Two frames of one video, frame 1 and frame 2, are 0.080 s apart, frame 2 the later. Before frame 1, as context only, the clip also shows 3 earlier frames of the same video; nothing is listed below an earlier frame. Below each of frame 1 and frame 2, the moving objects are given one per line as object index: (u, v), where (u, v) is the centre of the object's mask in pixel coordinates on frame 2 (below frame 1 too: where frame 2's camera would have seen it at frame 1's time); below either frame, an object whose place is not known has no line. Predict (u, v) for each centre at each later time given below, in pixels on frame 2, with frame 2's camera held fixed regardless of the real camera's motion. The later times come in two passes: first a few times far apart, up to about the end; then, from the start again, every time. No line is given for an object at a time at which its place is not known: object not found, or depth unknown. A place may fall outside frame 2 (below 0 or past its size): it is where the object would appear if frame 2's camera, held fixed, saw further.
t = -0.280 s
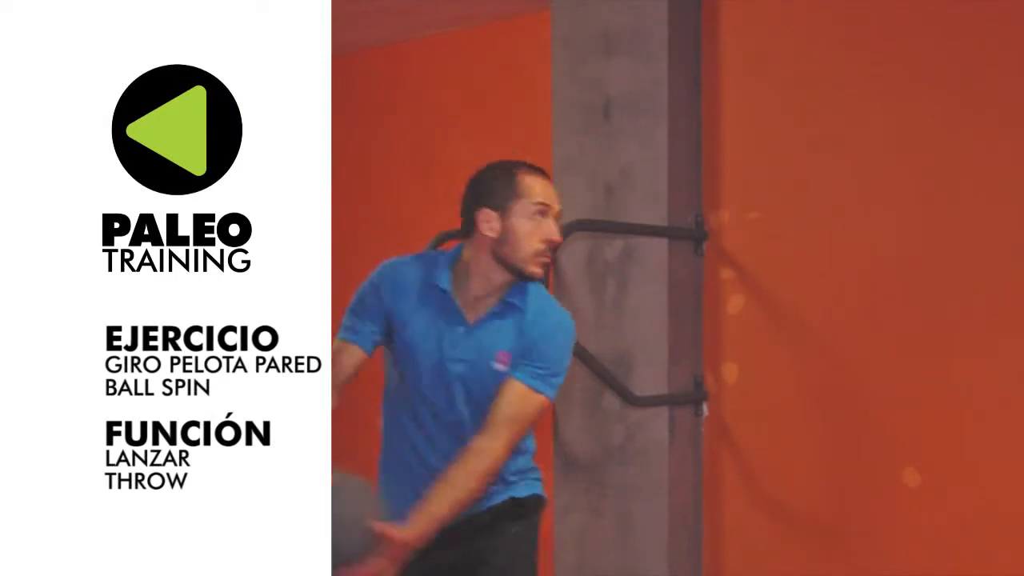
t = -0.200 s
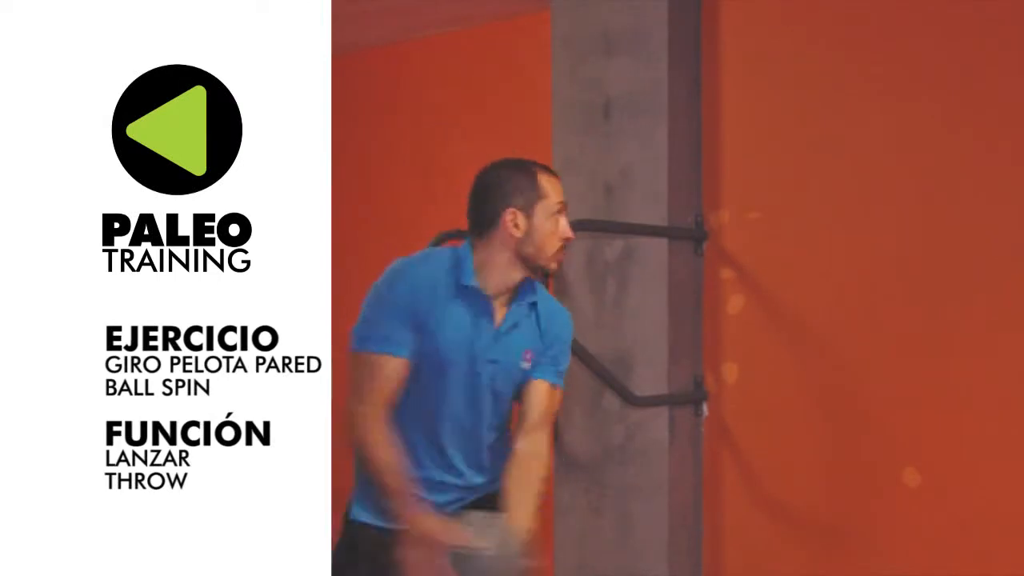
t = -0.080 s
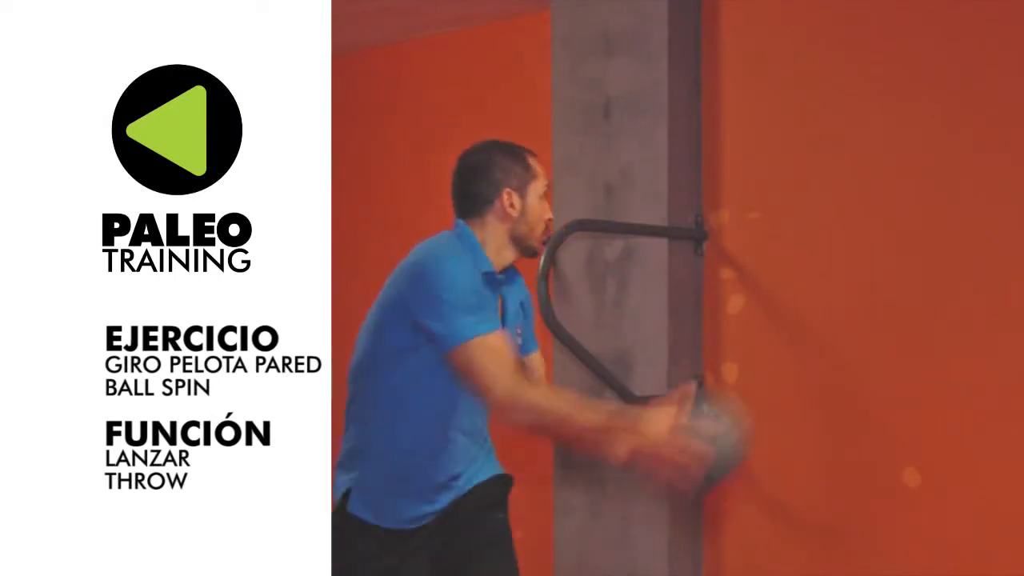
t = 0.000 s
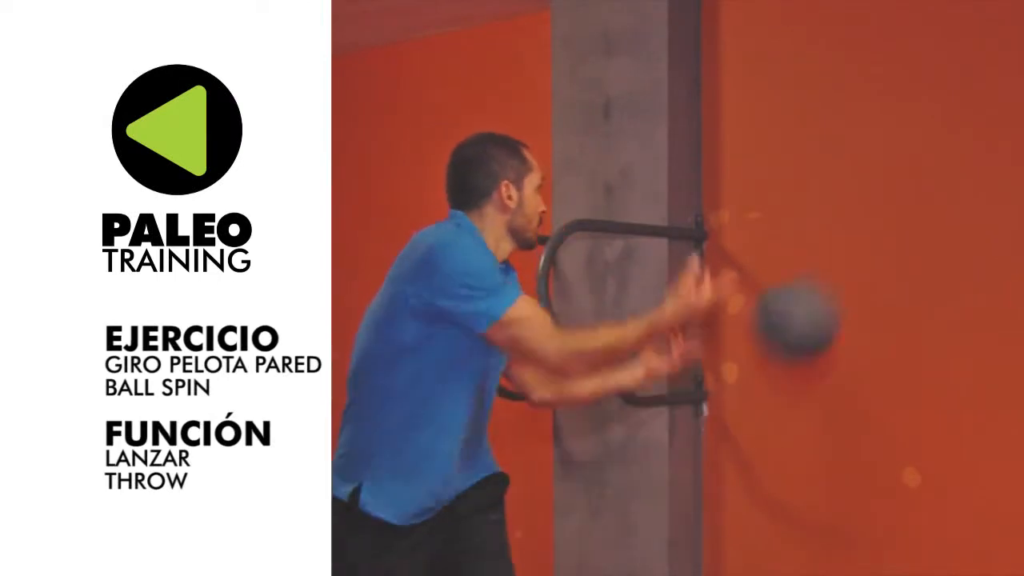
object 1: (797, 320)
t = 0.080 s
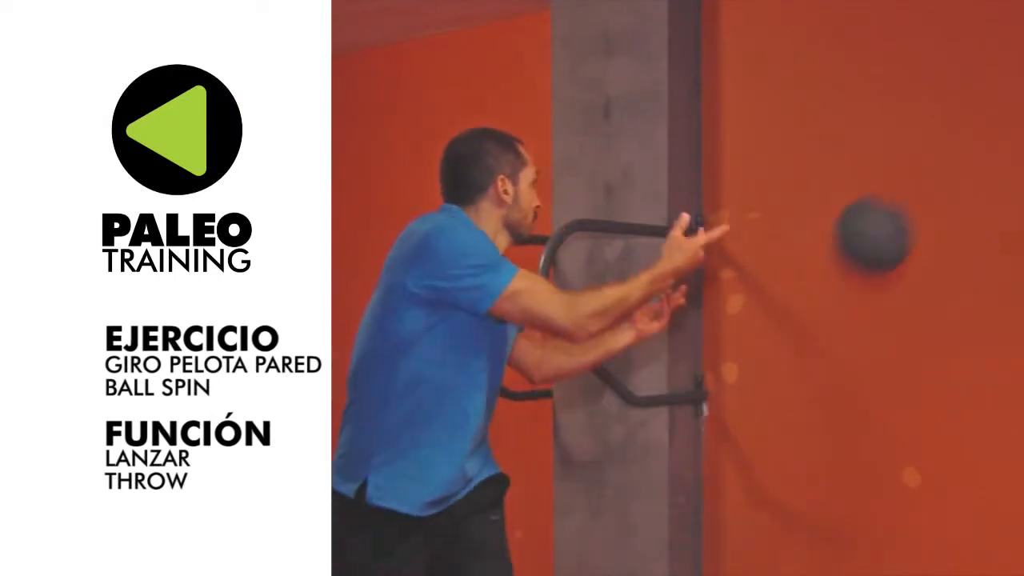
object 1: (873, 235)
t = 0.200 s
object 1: (966, 171)
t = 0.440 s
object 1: (933, 175)
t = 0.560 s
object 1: (882, 252)
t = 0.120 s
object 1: (907, 206)
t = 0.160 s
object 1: (937, 185)
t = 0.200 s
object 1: (966, 171)
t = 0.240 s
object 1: (991, 164)
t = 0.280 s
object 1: (991, 158)
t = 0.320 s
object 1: (977, 155)
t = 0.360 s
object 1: (964, 156)
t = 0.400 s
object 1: (949, 163)
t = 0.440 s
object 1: (933, 175)
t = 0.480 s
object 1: (917, 193)
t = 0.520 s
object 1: (899, 219)
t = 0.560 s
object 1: (882, 252)
